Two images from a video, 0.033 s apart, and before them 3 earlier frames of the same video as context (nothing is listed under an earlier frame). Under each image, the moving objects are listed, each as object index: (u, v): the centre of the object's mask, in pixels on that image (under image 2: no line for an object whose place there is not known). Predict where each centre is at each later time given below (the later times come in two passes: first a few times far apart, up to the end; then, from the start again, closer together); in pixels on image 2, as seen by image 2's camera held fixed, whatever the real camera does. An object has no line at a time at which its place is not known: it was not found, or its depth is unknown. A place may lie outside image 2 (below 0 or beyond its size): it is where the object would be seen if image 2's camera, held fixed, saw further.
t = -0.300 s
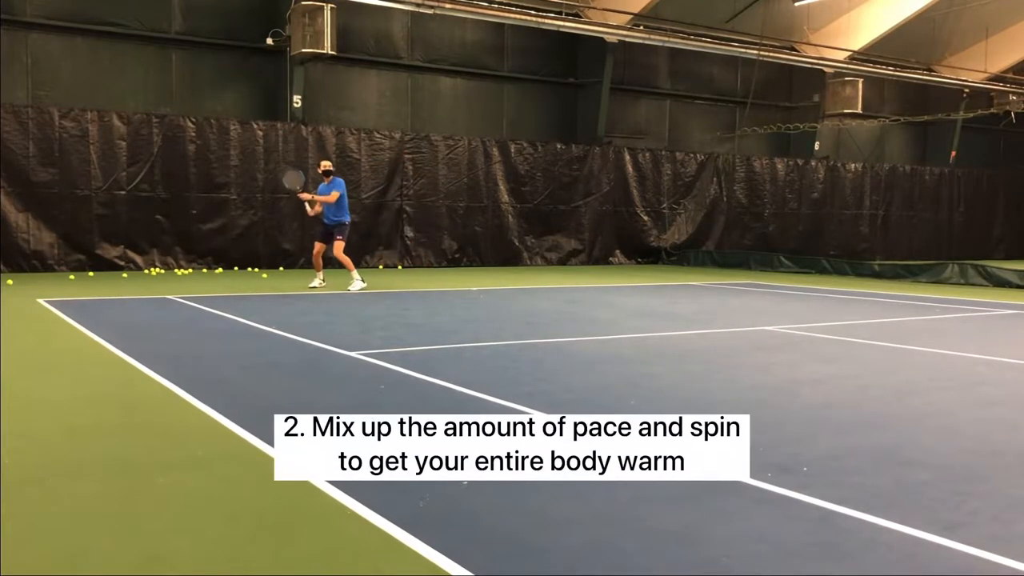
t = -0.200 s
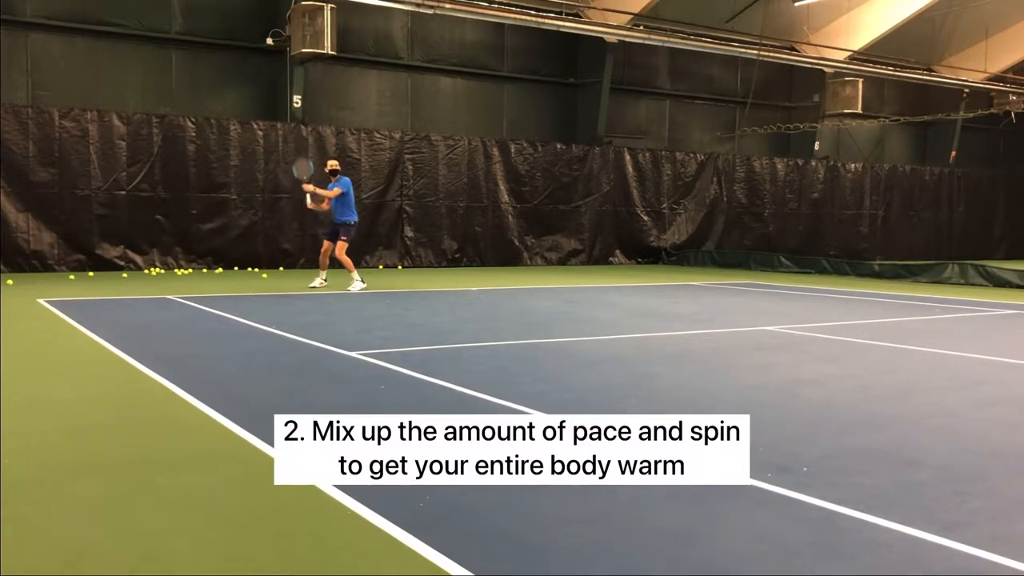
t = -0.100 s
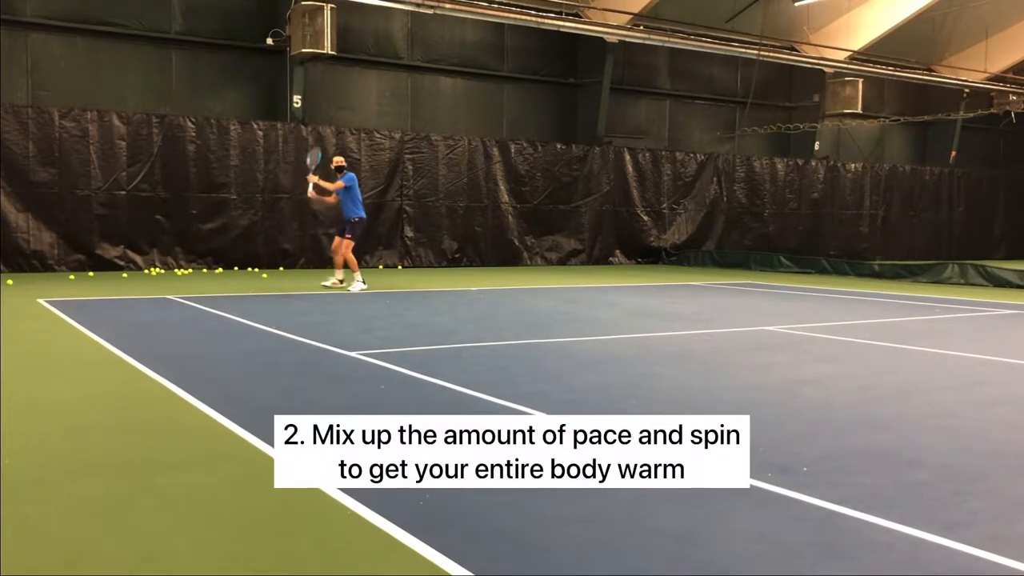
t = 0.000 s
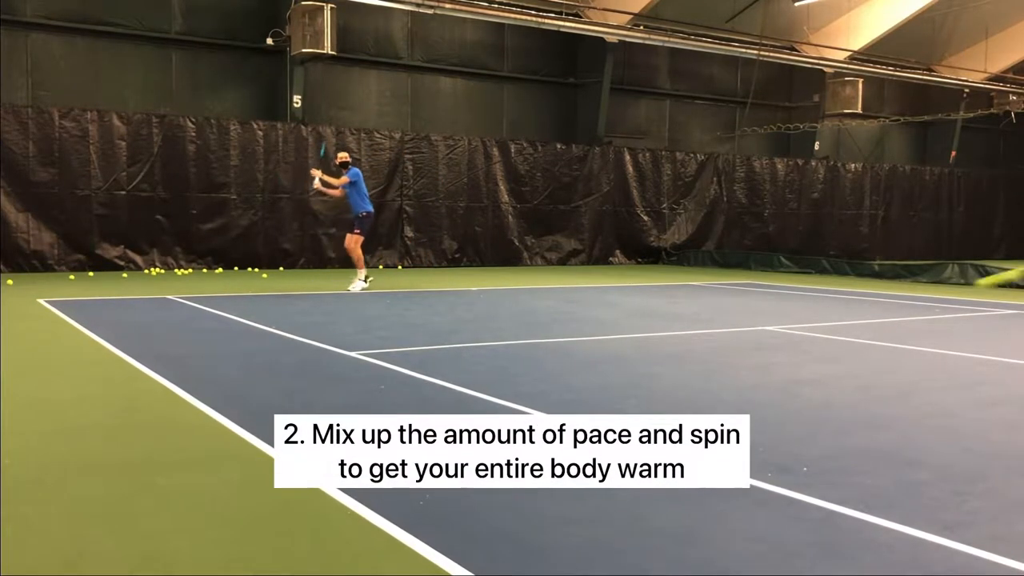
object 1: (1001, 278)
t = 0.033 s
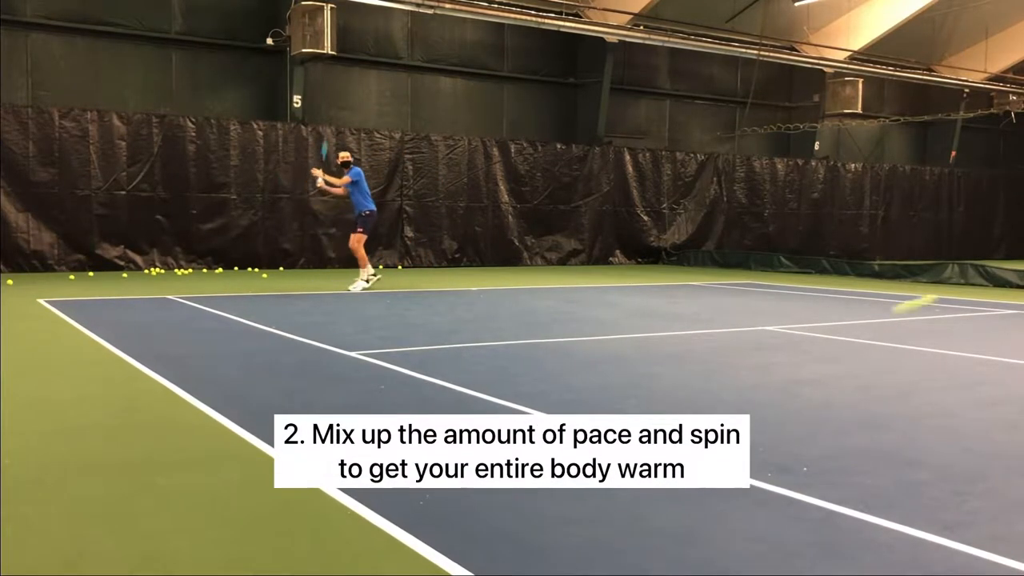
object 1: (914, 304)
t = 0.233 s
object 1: (646, 279)
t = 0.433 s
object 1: (518, 212)
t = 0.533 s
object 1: (469, 202)
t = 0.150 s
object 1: (717, 337)
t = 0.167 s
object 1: (701, 322)
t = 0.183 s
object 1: (687, 311)
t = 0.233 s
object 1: (646, 279)
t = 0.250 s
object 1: (634, 271)
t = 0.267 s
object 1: (621, 263)
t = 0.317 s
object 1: (587, 242)
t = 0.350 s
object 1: (566, 231)
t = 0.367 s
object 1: (556, 226)
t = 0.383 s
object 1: (546, 222)
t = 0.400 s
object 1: (536, 218)
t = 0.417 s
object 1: (527, 215)
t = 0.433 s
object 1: (518, 212)
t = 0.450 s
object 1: (510, 209)
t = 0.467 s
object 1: (501, 207)
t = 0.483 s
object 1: (492, 205)
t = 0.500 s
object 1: (485, 204)
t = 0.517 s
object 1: (476, 203)
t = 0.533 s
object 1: (469, 202)
